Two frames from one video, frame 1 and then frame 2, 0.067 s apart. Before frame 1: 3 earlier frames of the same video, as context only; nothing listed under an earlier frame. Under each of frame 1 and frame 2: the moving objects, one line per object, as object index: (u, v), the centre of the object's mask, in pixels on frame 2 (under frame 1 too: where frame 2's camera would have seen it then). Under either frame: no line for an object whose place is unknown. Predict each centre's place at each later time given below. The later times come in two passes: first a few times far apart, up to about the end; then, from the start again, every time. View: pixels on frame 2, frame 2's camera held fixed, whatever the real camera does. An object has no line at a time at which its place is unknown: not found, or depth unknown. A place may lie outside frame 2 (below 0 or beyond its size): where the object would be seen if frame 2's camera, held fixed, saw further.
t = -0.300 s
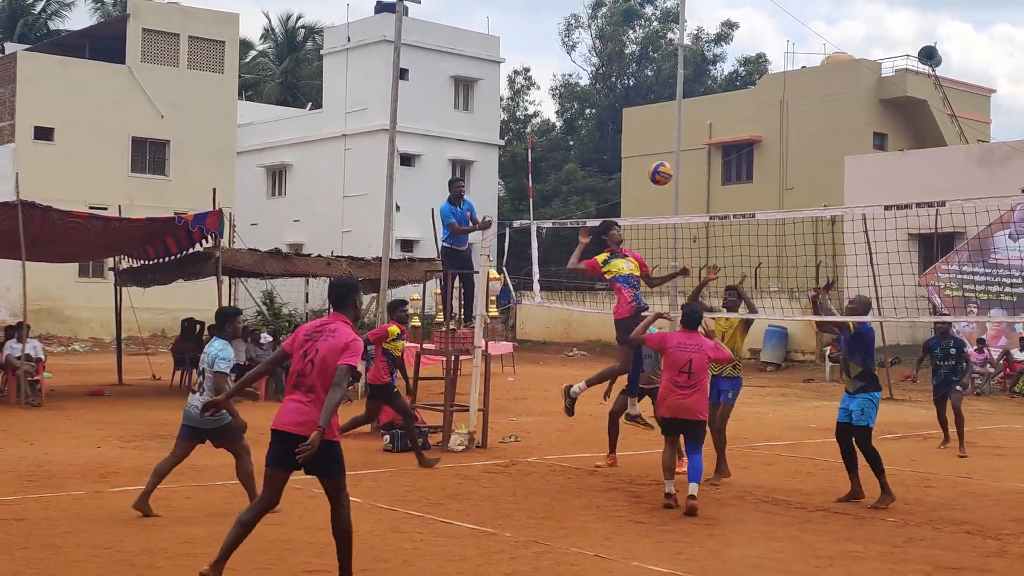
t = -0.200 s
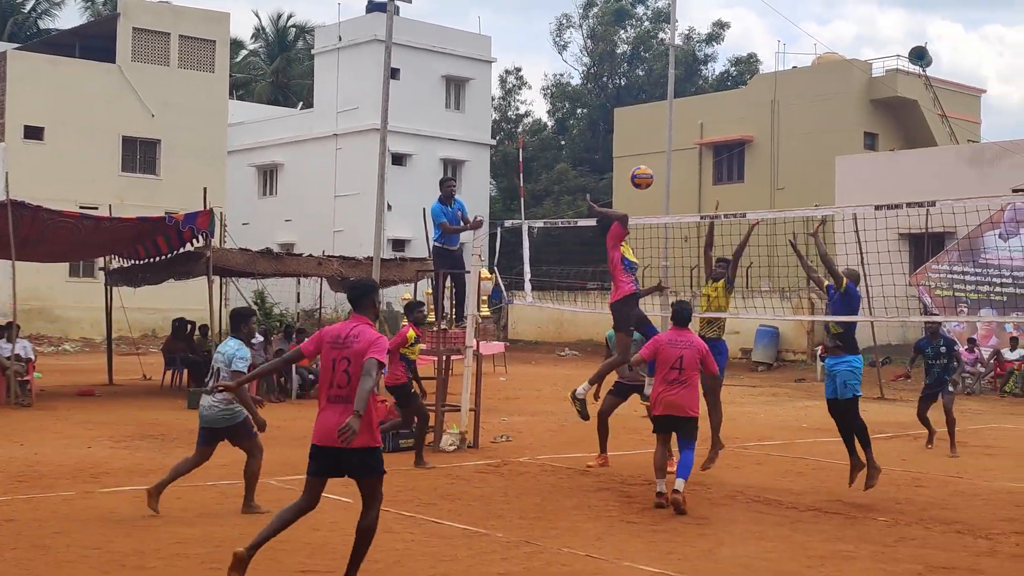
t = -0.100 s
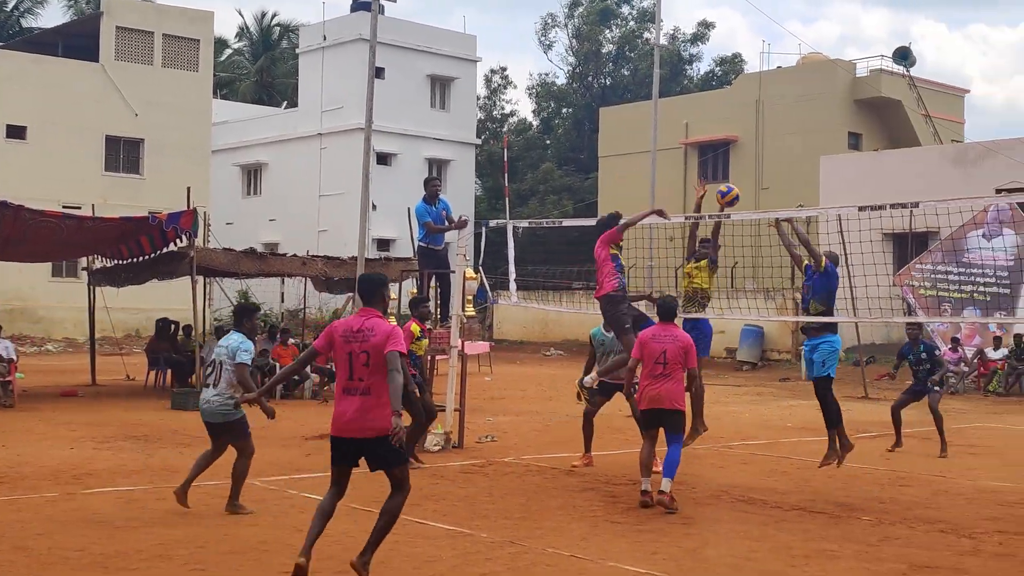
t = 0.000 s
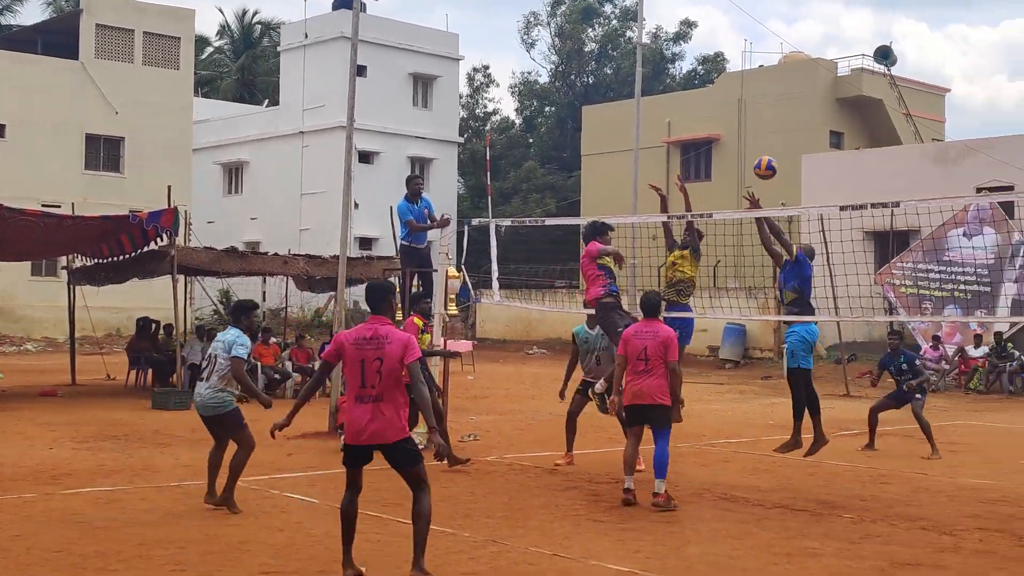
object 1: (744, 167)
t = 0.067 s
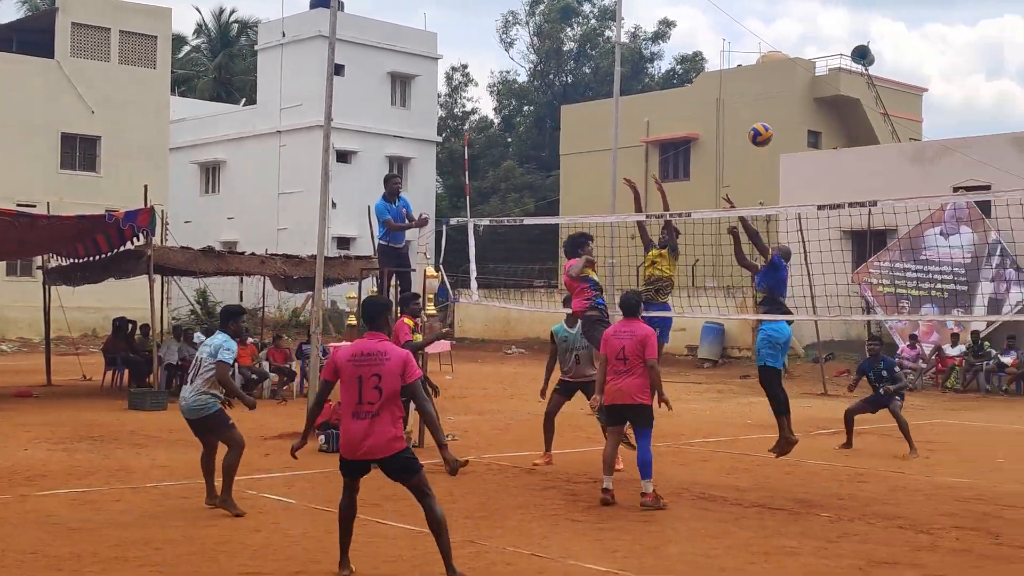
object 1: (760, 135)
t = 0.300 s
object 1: (828, 52)
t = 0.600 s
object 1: (932, 31)
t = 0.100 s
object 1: (770, 120)
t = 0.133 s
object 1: (779, 106)
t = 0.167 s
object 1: (788, 93)
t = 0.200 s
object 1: (798, 81)
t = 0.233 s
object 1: (808, 70)
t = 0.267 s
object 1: (818, 61)
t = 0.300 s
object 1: (828, 52)
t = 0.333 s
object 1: (839, 44)
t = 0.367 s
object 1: (850, 37)
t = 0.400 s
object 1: (862, 32)
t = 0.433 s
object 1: (872, 29)
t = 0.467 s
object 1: (884, 26)
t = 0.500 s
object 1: (896, 25)
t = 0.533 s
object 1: (908, 26)
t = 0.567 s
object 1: (920, 27)
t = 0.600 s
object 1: (932, 31)
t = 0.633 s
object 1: (946, 35)
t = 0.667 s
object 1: (960, 42)
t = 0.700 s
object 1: (973, 50)
